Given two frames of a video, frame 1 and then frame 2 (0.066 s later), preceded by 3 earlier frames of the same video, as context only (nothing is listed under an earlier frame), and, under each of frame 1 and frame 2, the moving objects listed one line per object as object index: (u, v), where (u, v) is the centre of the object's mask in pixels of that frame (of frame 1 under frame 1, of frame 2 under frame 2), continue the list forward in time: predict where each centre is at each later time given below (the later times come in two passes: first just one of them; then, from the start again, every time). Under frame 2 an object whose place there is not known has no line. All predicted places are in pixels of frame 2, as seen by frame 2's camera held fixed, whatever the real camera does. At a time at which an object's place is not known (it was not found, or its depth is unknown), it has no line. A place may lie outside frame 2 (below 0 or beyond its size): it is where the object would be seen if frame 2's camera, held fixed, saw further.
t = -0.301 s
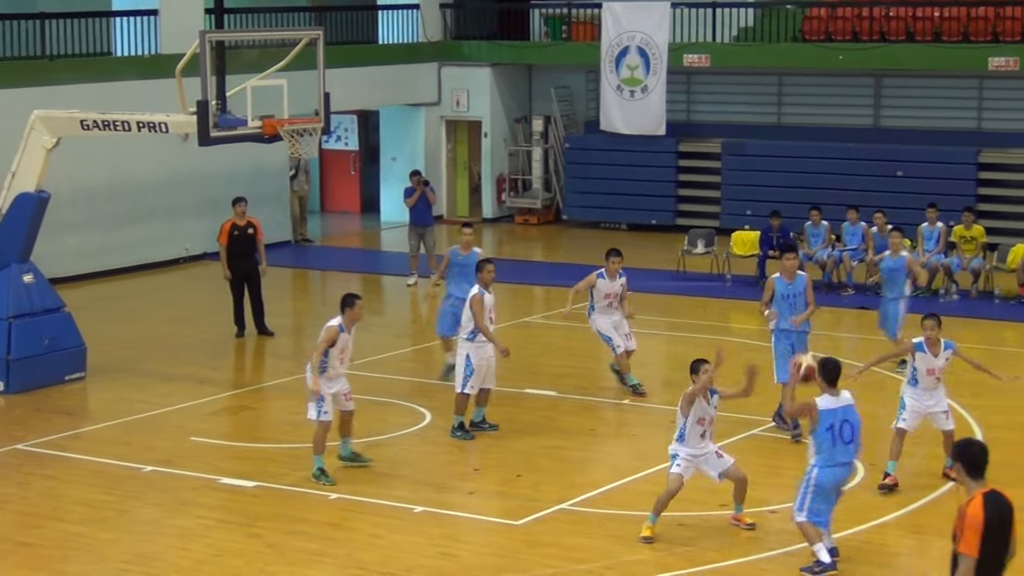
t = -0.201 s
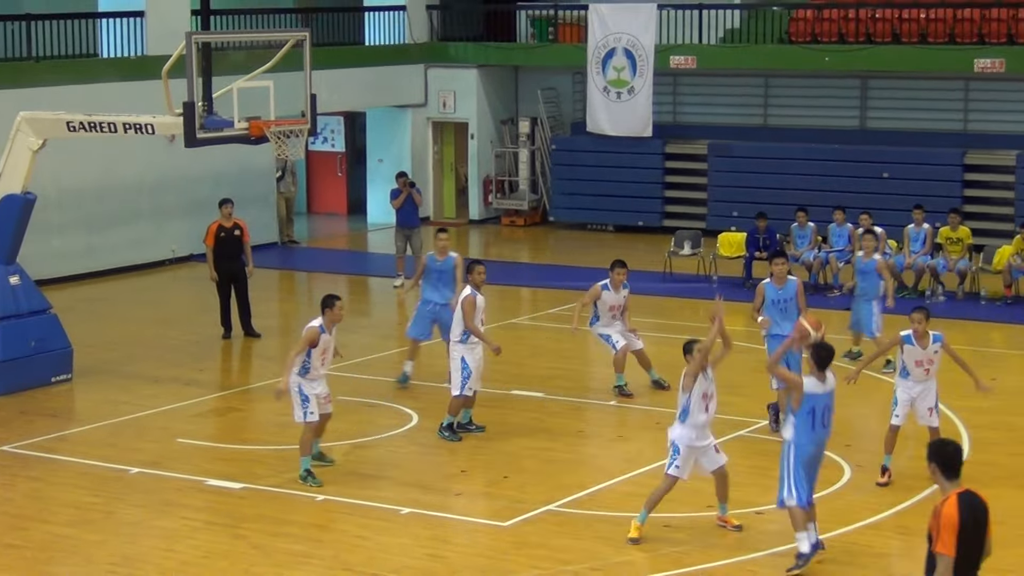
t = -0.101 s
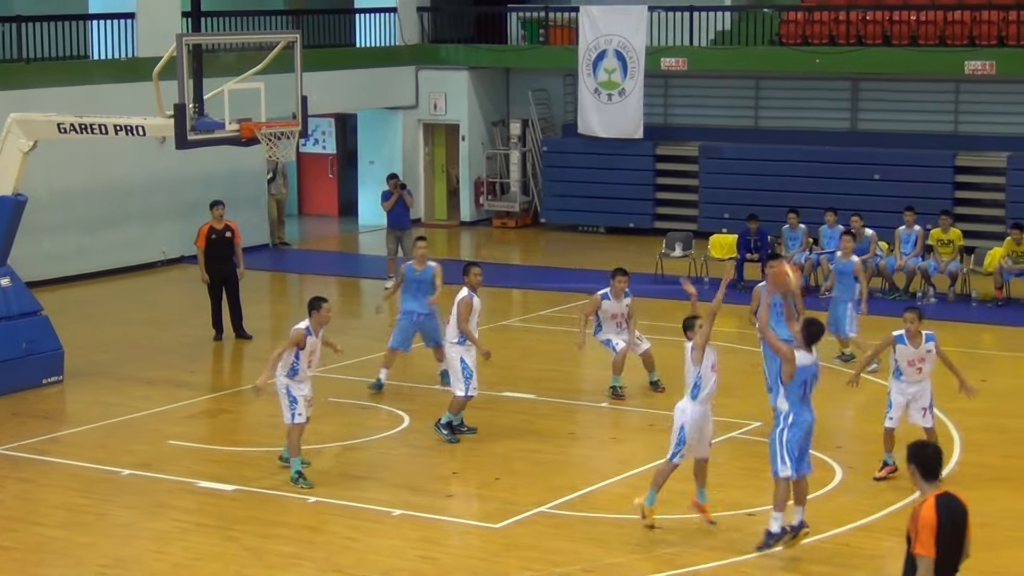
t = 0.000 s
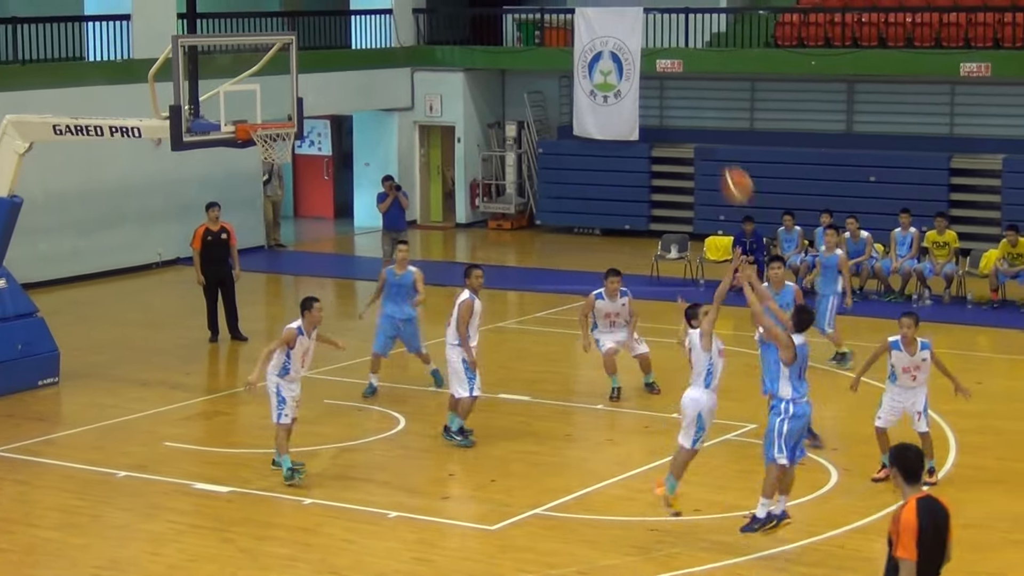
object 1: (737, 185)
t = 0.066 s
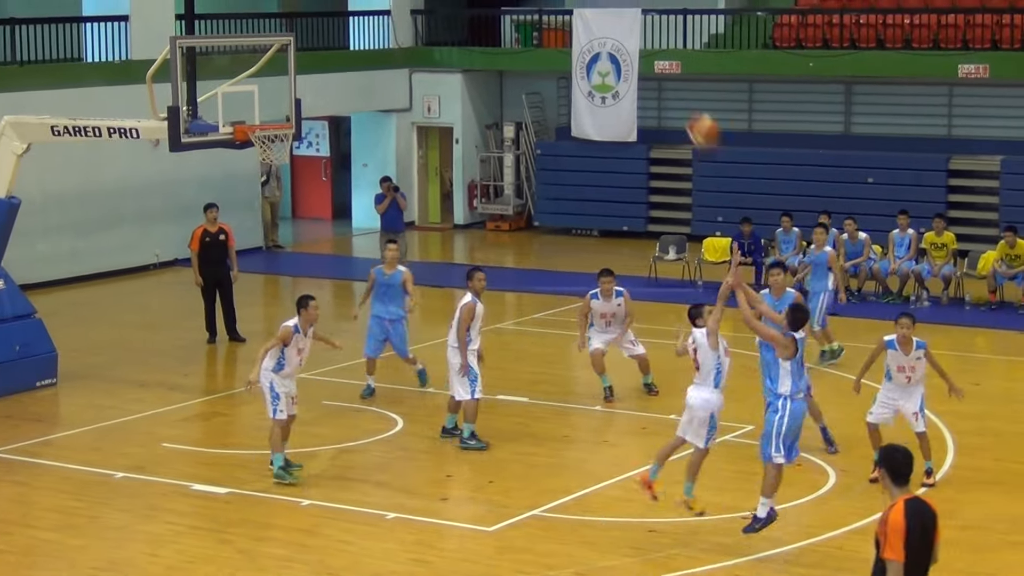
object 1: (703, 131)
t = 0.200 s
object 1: (643, 39)
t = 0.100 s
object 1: (687, 104)
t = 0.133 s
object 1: (672, 82)
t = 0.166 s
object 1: (658, 59)
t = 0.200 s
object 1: (643, 39)
